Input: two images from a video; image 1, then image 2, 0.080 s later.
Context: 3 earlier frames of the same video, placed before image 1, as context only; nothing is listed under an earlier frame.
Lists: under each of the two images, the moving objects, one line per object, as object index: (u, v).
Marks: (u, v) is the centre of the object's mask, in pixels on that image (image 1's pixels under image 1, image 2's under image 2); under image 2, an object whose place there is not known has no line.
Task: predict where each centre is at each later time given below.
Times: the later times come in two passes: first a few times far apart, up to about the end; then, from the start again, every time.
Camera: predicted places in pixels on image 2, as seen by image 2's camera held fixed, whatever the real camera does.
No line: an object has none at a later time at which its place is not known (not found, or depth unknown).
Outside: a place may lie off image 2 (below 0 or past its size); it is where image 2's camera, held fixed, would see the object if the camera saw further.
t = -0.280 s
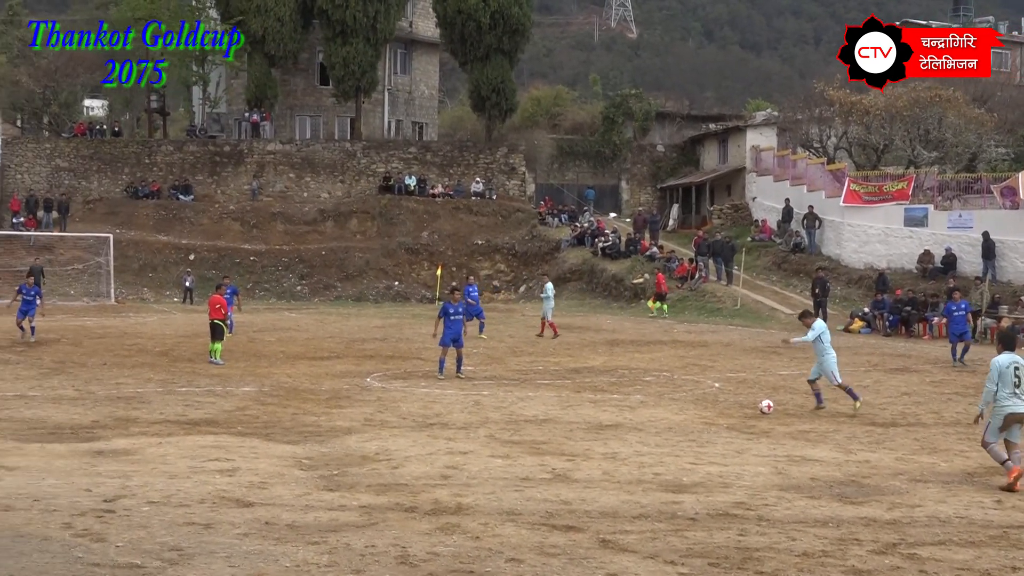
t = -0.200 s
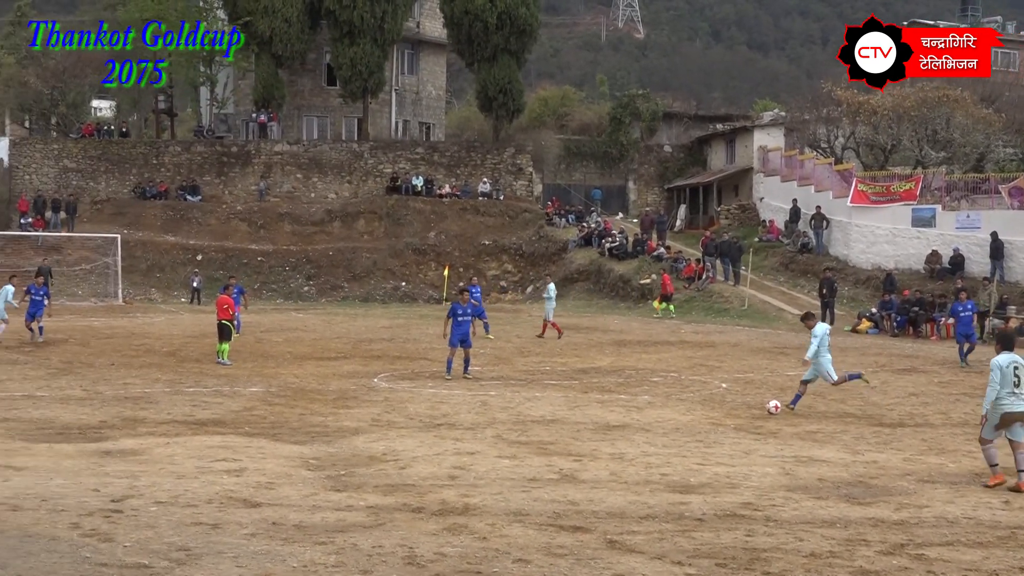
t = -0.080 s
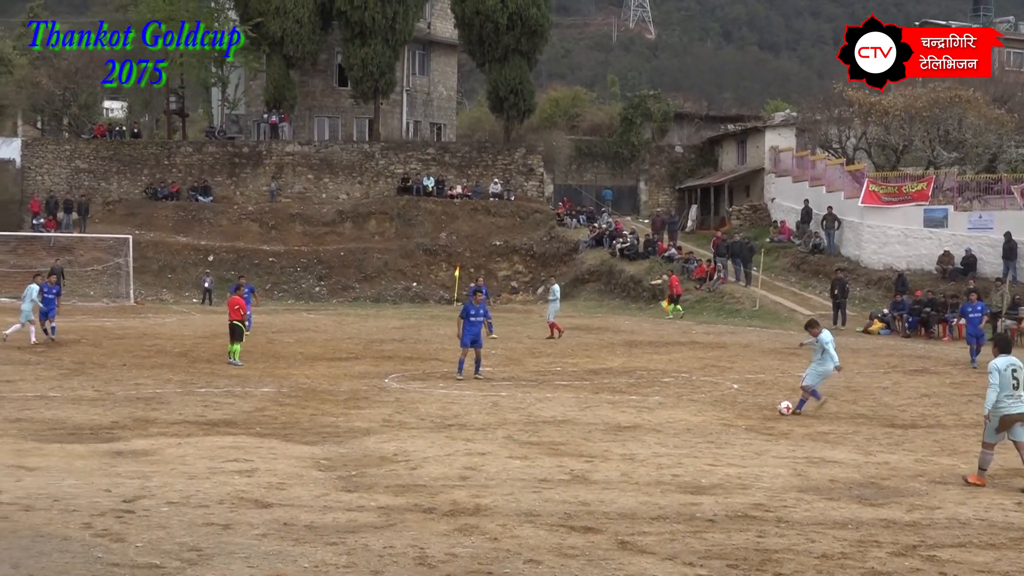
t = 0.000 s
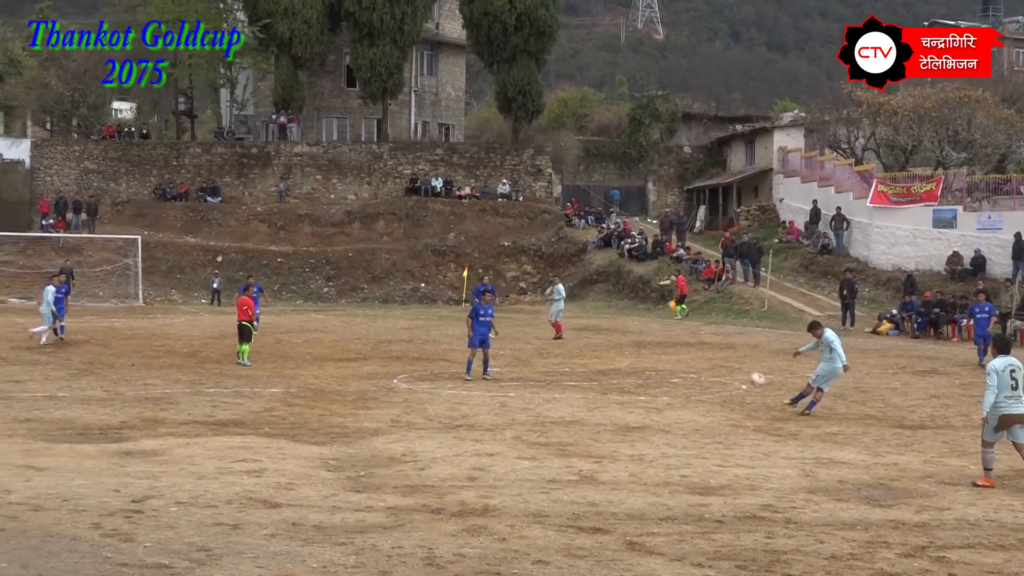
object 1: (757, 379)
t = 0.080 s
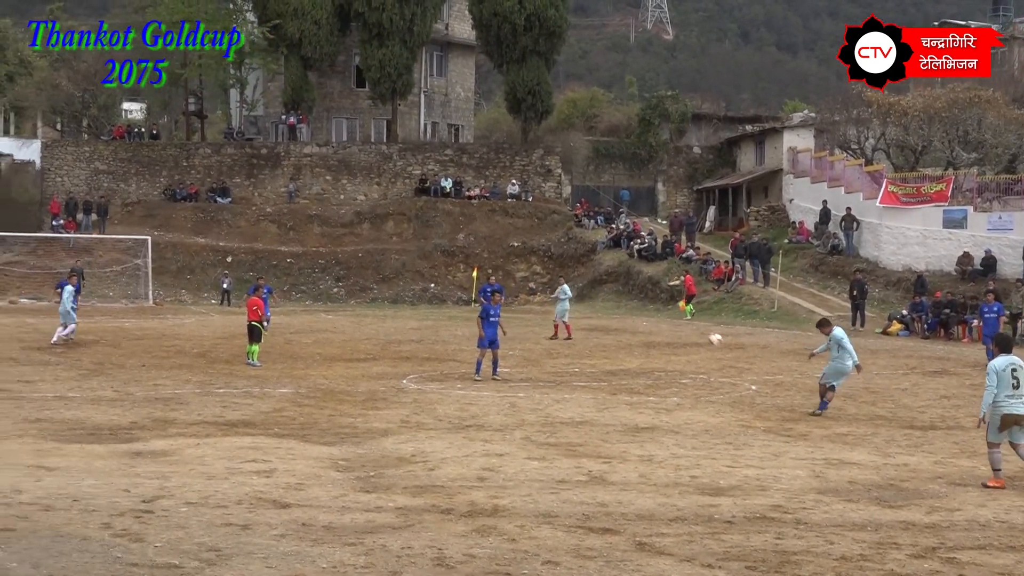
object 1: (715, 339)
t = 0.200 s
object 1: (652, 293)
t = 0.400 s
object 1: (567, 239)
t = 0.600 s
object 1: (504, 209)
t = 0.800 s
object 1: (456, 199)
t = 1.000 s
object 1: (418, 201)
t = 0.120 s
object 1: (693, 321)
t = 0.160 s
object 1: (672, 306)
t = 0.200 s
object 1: (652, 293)
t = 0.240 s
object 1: (632, 280)
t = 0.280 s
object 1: (614, 268)
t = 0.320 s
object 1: (598, 257)
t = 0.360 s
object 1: (582, 248)
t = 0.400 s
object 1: (567, 239)
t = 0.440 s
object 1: (553, 232)
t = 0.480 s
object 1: (539, 224)
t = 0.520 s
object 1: (527, 218)
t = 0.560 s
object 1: (515, 213)
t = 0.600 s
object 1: (504, 209)
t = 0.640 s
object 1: (493, 206)
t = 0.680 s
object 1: (483, 203)
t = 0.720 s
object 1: (474, 200)
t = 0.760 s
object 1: (465, 199)
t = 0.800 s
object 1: (456, 199)
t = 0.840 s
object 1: (448, 198)
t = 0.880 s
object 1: (440, 198)
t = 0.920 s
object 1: (433, 197)
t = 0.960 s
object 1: (425, 198)
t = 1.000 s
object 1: (418, 201)
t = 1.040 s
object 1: (411, 202)
